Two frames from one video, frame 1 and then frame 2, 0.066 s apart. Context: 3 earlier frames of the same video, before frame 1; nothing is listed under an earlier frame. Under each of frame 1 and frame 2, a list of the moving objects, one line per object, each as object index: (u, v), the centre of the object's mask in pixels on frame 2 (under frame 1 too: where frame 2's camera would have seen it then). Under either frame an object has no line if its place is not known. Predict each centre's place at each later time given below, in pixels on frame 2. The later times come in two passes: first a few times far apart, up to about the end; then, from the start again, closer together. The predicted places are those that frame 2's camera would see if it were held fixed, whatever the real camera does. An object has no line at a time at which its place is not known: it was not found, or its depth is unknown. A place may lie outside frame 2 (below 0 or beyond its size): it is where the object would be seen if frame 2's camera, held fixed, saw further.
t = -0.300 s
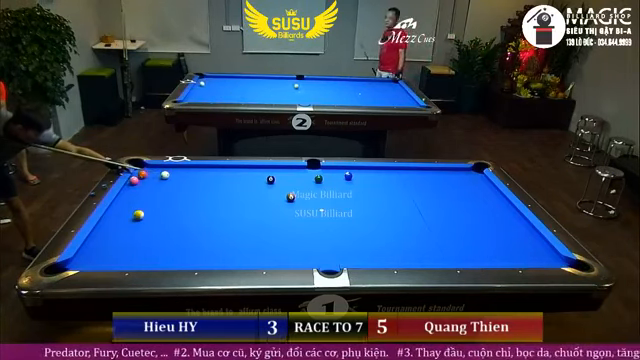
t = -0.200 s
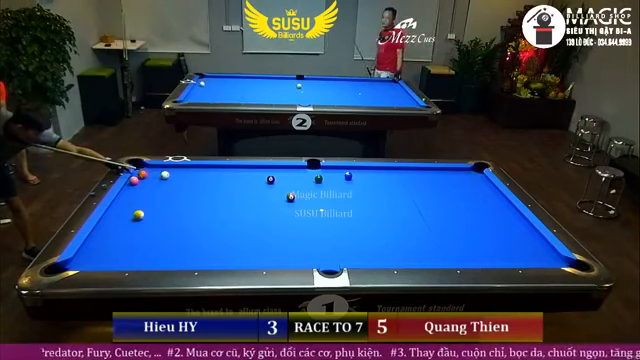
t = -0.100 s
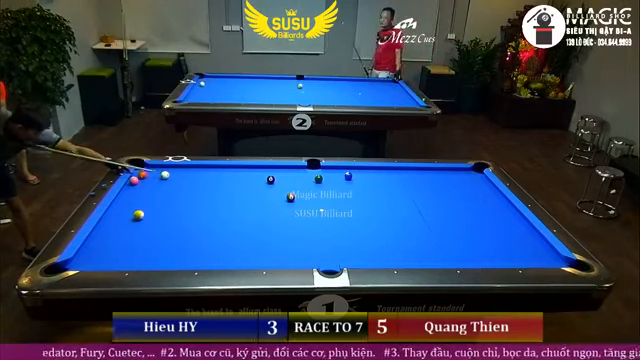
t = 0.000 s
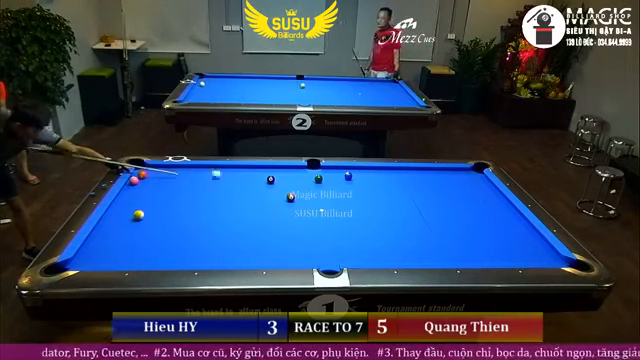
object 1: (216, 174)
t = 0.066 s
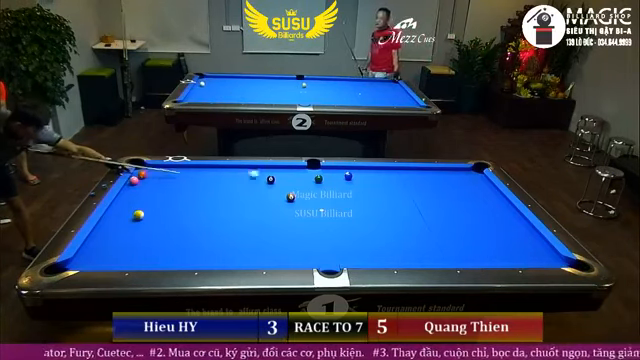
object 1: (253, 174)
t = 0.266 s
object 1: (341, 172)
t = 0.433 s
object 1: (379, 172)
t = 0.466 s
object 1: (389, 174)
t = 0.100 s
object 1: (253, 174)
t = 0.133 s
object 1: (271, 173)
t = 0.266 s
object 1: (341, 172)
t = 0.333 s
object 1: (352, 170)
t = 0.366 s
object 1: (361, 168)
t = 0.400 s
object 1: (370, 170)
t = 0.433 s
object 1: (379, 172)
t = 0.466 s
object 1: (389, 174)
